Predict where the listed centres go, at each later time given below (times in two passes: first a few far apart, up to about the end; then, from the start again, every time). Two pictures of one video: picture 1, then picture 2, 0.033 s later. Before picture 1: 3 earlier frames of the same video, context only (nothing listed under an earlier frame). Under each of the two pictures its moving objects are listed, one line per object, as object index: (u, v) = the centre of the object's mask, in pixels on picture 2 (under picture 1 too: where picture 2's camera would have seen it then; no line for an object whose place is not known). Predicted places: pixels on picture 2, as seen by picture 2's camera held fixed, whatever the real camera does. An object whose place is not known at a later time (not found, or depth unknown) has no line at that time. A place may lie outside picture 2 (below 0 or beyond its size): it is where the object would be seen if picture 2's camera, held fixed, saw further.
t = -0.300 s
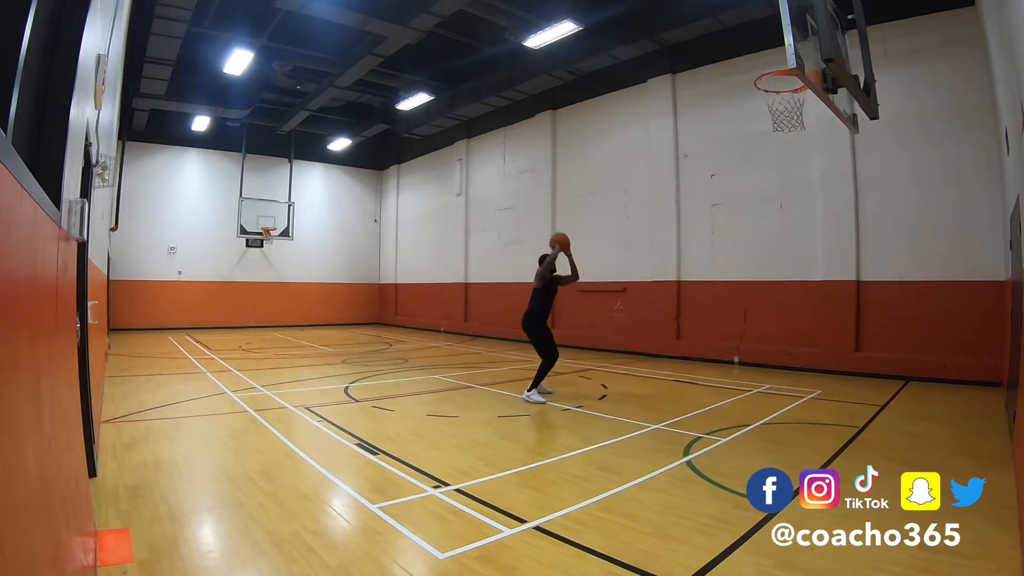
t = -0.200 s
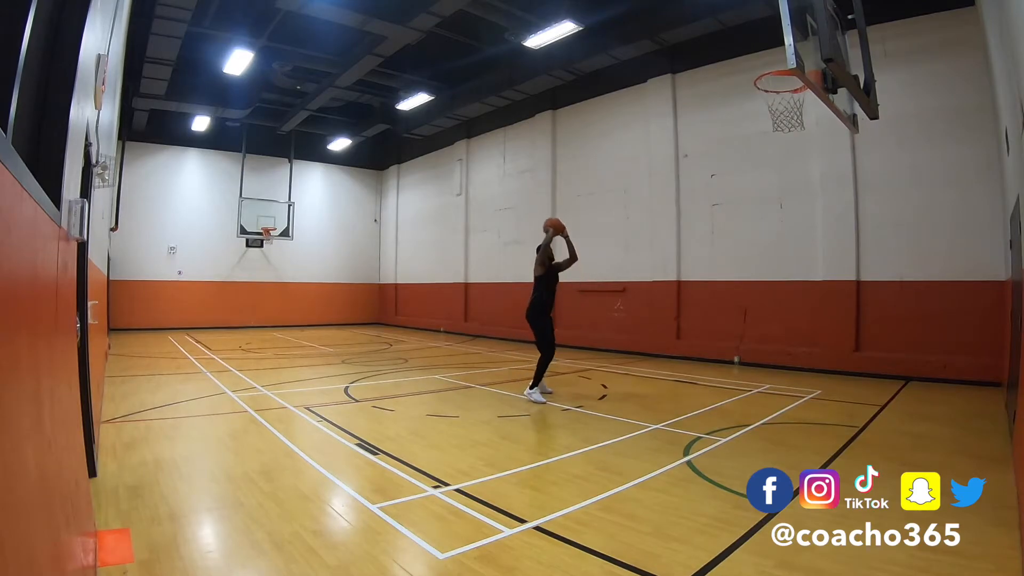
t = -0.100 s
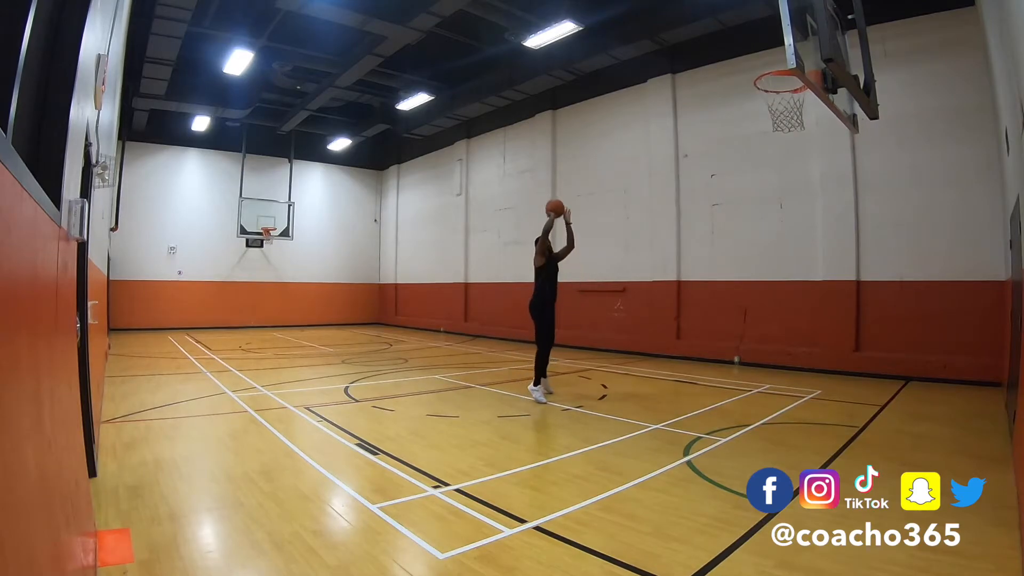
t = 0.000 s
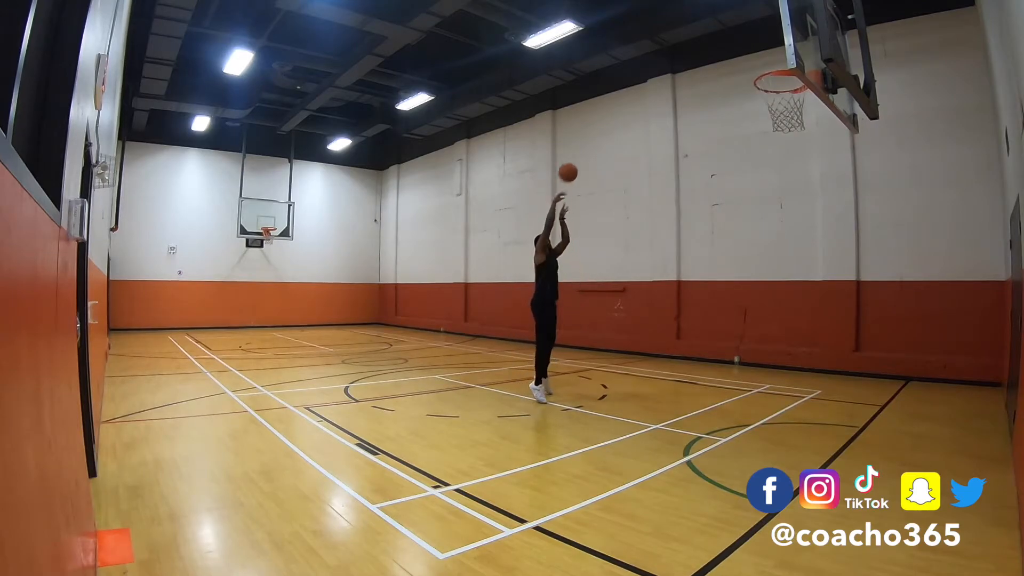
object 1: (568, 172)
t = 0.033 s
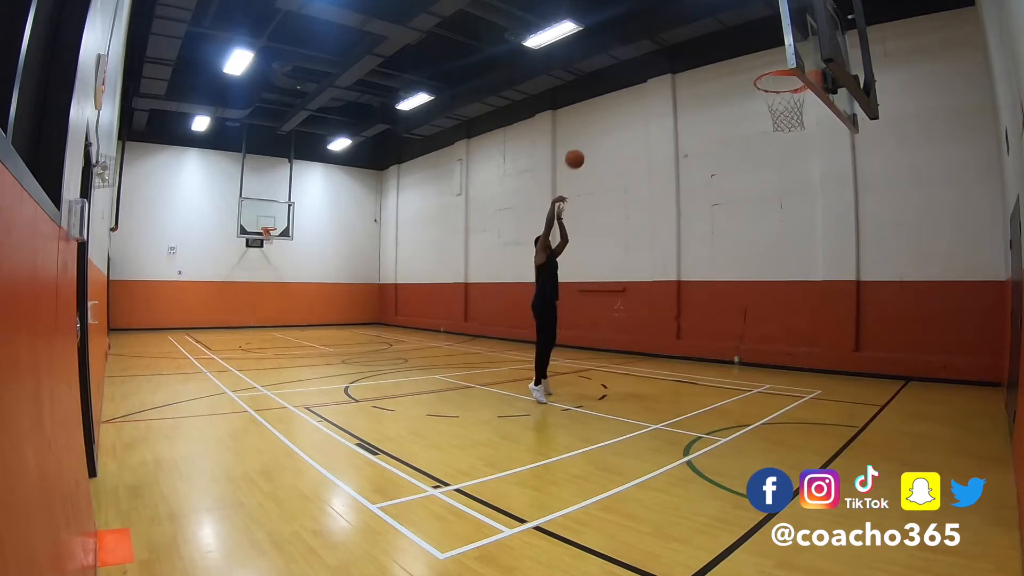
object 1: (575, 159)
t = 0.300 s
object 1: (632, 77)
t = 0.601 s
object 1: (712, 49)
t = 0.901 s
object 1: (806, 102)
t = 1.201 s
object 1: (821, 180)
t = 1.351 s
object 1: (828, 262)
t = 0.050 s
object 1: (578, 153)
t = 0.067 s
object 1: (581, 146)
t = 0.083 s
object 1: (584, 140)
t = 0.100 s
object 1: (588, 134)
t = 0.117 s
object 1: (591, 129)
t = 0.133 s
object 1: (595, 123)
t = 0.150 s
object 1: (599, 118)
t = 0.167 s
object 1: (602, 112)
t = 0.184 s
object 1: (606, 107)
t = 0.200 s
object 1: (609, 102)
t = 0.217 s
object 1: (613, 98)
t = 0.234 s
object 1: (617, 93)
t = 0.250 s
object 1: (620, 89)
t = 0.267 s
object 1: (624, 85)
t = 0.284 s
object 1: (628, 81)
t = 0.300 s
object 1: (632, 77)
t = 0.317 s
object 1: (636, 74)
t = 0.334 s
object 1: (640, 71)
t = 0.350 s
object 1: (644, 68)
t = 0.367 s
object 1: (648, 65)
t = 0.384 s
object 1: (652, 63)
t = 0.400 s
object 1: (656, 60)
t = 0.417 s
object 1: (661, 58)
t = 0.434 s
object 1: (665, 56)
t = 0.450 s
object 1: (669, 54)
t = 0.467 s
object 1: (674, 52)
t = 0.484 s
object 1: (678, 51)
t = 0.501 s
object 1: (683, 50)
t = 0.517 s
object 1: (688, 49)
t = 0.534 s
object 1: (692, 49)
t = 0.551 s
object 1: (697, 48)
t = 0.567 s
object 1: (702, 48)
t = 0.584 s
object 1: (707, 48)
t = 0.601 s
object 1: (712, 49)
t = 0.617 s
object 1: (717, 49)
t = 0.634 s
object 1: (723, 50)
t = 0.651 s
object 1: (728, 52)
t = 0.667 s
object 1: (734, 53)
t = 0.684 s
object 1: (739, 55)
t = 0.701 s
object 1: (745, 57)
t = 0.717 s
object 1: (751, 60)
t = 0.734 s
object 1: (757, 63)
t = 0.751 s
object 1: (762, 64)
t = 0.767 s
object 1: (768, 69)
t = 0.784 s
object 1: (775, 75)
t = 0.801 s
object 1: (781, 83)
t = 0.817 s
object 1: (788, 86)
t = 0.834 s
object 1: (794, 90)
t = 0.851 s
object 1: (800, 95)
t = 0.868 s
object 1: (803, 99)
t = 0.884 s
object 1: (805, 102)
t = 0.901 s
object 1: (806, 102)
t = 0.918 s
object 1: (807, 104)
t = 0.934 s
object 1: (808, 106)
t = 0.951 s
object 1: (809, 108)
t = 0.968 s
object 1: (810, 110)
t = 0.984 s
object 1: (811, 113)
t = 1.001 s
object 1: (811, 116)
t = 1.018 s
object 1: (812, 119)
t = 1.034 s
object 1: (813, 123)
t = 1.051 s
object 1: (814, 127)
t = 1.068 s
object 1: (814, 131)
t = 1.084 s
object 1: (815, 136)
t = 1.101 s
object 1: (816, 141)
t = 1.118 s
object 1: (817, 147)
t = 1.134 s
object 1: (818, 153)
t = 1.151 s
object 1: (818, 159)
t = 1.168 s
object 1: (819, 166)
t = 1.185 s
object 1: (820, 173)
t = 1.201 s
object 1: (821, 180)
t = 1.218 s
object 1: (822, 188)
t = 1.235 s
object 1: (823, 196)
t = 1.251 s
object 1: (824, 204)
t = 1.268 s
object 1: (824, 213)
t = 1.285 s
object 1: (825, 222)
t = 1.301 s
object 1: (826, 232)
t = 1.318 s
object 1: (827, 242)
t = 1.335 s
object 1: (827, 252)
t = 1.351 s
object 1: (828, 262)
